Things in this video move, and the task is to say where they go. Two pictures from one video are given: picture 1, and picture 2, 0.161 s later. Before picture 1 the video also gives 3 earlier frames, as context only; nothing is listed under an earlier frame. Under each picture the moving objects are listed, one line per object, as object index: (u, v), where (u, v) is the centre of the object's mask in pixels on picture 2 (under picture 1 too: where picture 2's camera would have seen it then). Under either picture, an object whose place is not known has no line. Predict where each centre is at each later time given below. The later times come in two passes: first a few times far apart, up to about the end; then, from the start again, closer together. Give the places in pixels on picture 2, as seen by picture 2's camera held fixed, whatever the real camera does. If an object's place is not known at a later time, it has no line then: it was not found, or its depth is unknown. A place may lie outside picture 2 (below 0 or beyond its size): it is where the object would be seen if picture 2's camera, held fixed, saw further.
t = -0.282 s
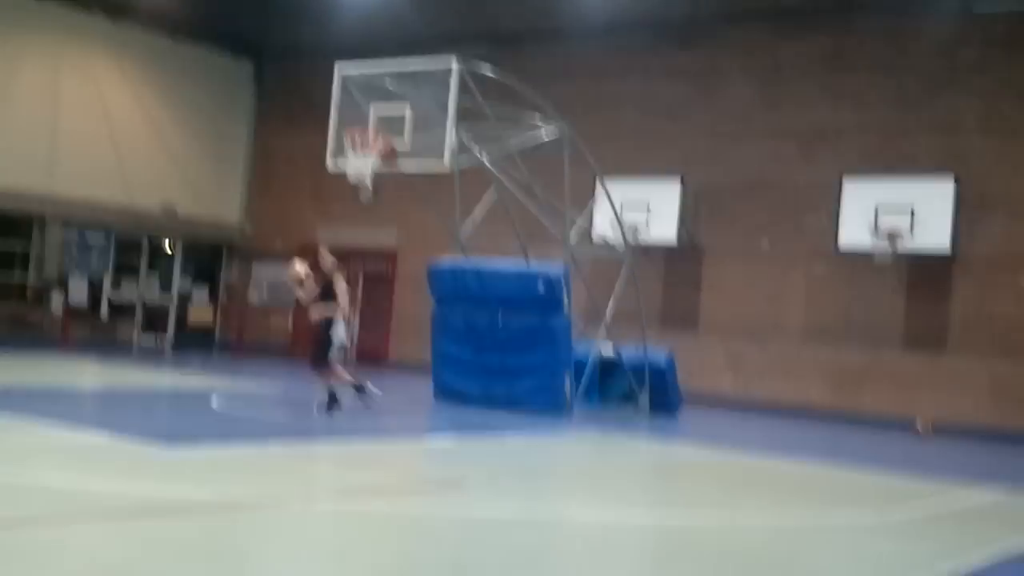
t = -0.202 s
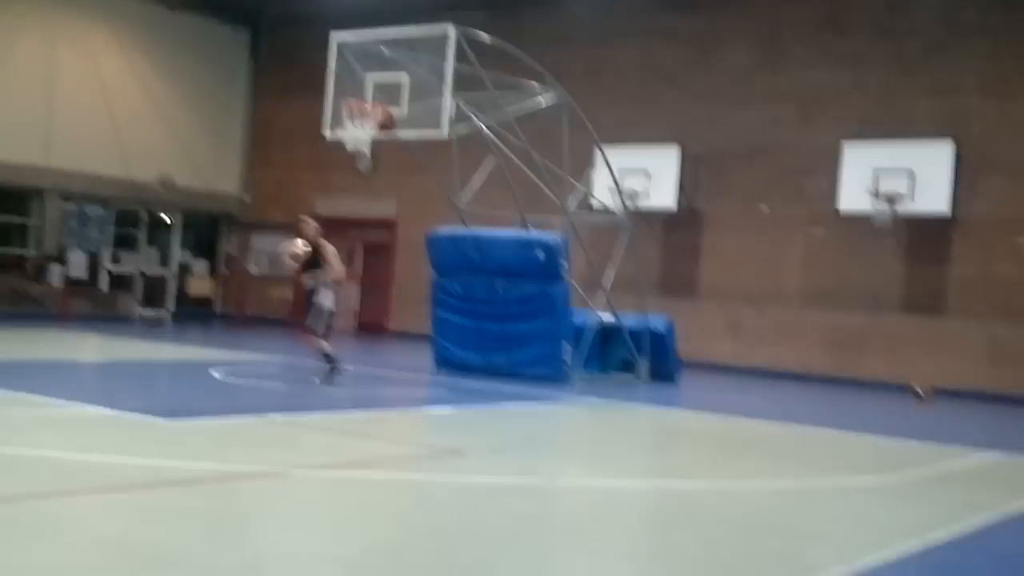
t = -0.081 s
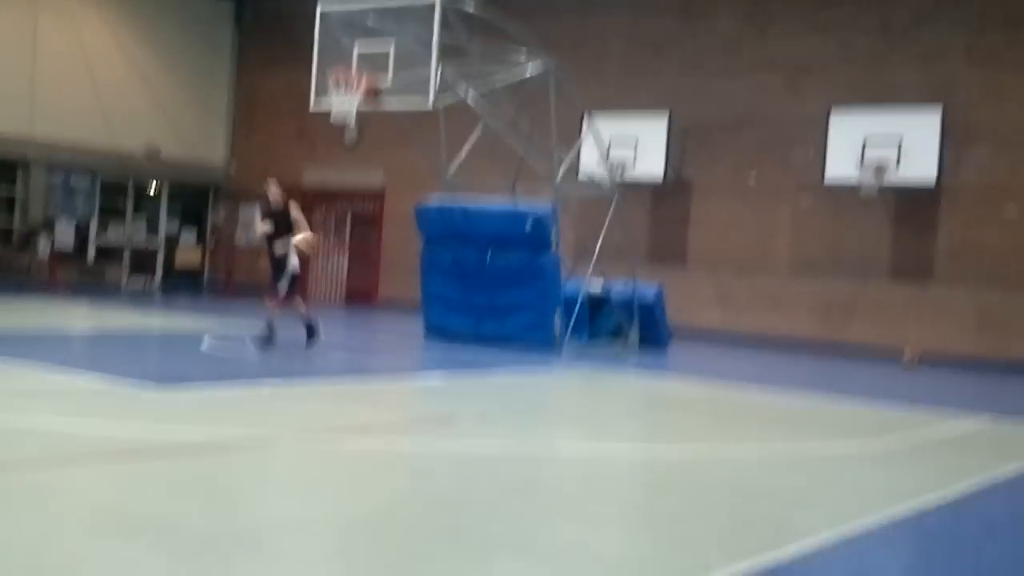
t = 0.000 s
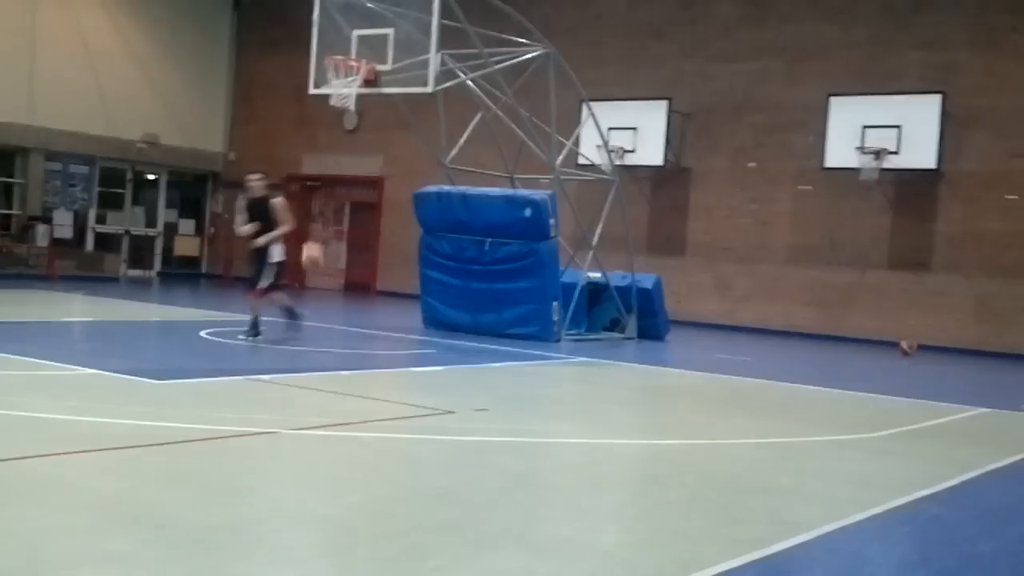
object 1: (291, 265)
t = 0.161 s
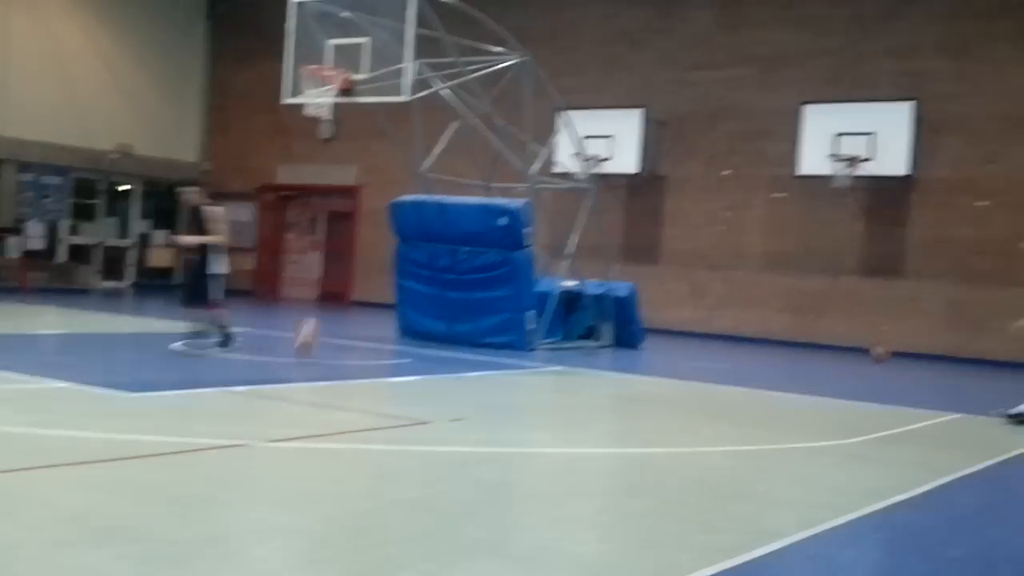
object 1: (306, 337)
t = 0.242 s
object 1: (318, 330)
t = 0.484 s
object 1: (360, 268)
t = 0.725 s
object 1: (392, 275)
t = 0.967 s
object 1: (420, 342)
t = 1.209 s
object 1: (454, 314)
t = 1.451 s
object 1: (487, 307)
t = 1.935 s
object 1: (555, 336)
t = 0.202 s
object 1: (311, 345)
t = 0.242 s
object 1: (318, 330)
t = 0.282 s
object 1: (325, 315)
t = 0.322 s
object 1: (331, 303)
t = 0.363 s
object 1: (337, 295)
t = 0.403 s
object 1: (343, 287)
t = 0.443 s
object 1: (348, 278)
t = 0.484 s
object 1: (360, 268)
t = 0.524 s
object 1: (365, 266)
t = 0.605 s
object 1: (376, 264)
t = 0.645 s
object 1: (381, 264)
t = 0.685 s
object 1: (387, 268)
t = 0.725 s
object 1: (392, 275)
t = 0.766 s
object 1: (398, 282)
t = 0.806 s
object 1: (403, 292)
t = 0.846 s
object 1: (406, 303)
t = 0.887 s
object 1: (411, 314)
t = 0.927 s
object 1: (415, 329)
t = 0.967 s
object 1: (420, 342)
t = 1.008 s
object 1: (425, 358)
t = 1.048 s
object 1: (432, 348)
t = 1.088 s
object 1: (437, 337)
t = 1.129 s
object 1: (443, 328)
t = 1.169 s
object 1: (449, 321)
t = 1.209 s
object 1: (454, 314)
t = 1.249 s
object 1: (460, 309)
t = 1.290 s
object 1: (466, 305)
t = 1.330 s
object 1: (471, 303)
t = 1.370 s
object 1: (477, 303)
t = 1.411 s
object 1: (482, 304)
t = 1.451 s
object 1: (487, 307)
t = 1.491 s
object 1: (493, 312)
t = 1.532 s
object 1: (497, 318)
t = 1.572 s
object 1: (503, 326)
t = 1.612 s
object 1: (508, 336)
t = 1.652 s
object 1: (512, 346)
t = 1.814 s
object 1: (535, 350)
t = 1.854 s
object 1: (540, 345)
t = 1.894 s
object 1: (548, 338)
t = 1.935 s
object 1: (555, 336)
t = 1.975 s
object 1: (561, 333)
